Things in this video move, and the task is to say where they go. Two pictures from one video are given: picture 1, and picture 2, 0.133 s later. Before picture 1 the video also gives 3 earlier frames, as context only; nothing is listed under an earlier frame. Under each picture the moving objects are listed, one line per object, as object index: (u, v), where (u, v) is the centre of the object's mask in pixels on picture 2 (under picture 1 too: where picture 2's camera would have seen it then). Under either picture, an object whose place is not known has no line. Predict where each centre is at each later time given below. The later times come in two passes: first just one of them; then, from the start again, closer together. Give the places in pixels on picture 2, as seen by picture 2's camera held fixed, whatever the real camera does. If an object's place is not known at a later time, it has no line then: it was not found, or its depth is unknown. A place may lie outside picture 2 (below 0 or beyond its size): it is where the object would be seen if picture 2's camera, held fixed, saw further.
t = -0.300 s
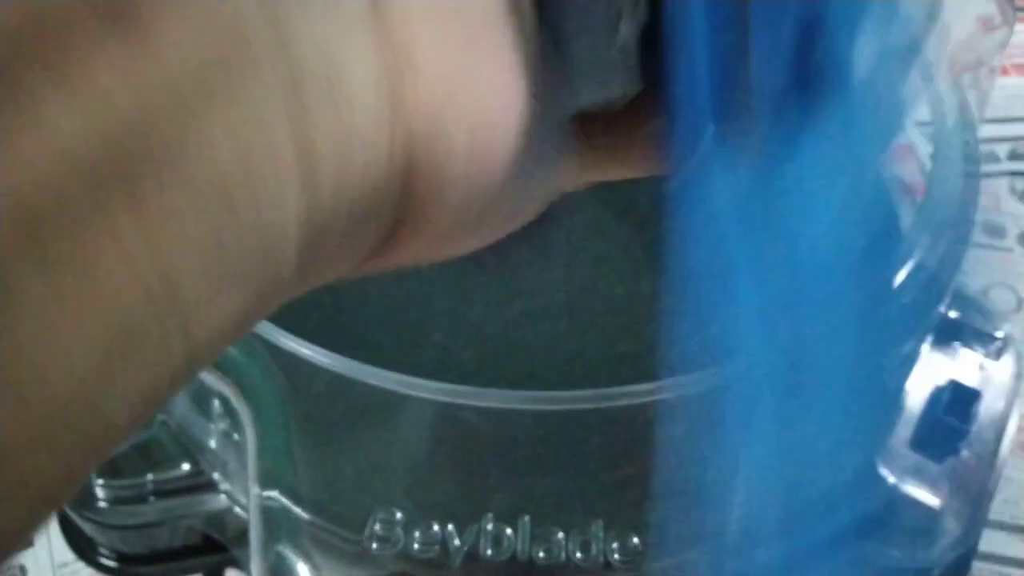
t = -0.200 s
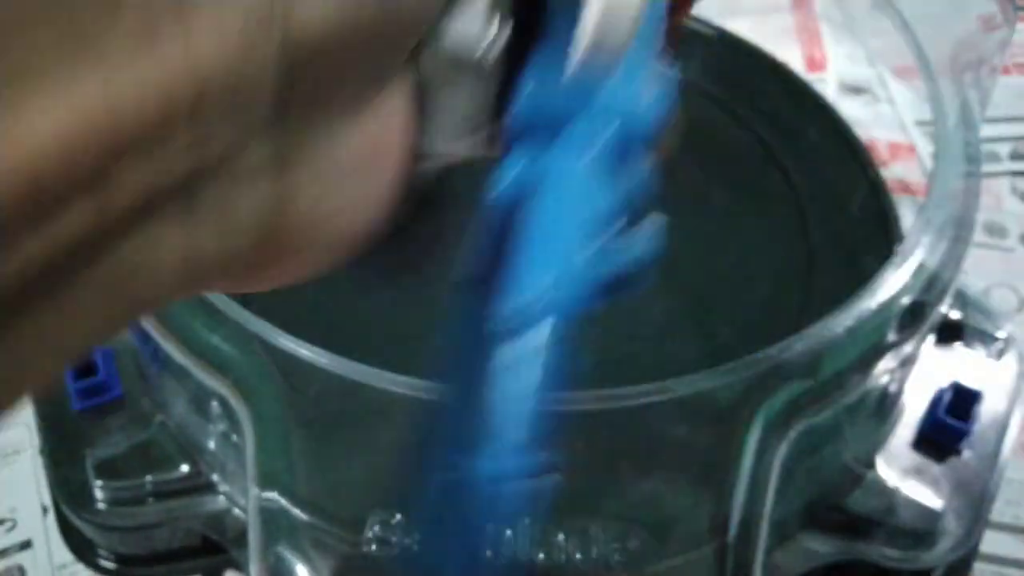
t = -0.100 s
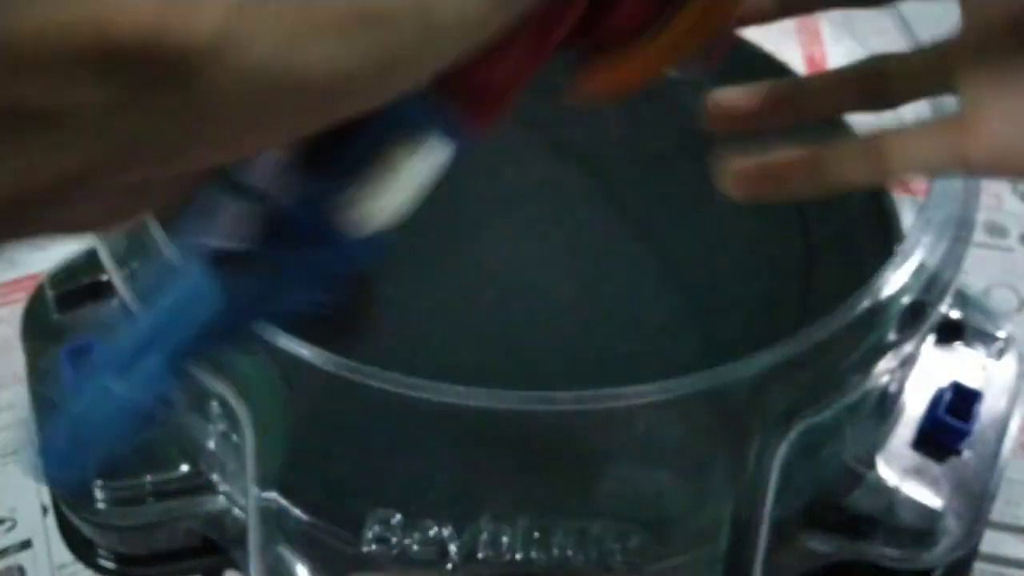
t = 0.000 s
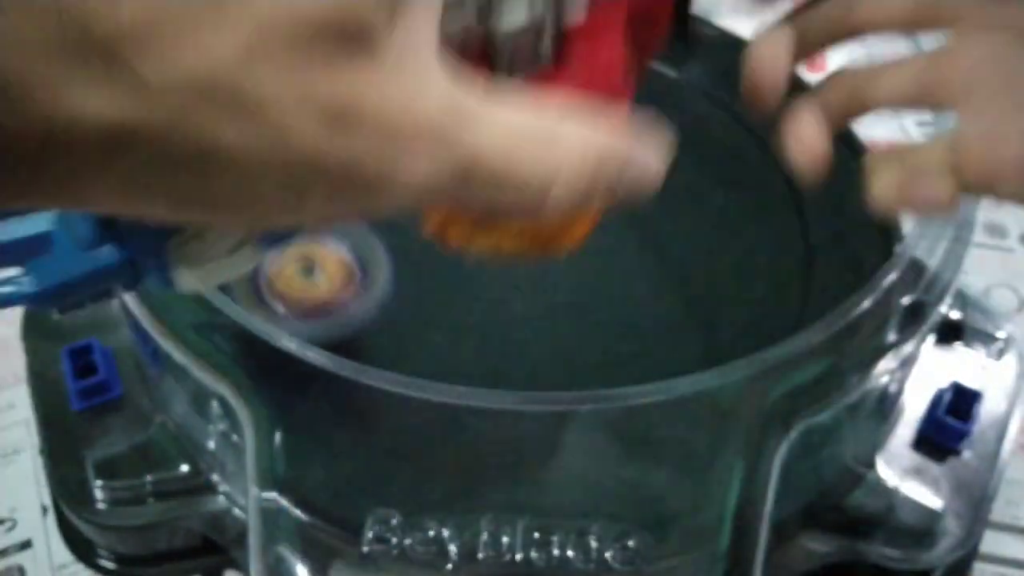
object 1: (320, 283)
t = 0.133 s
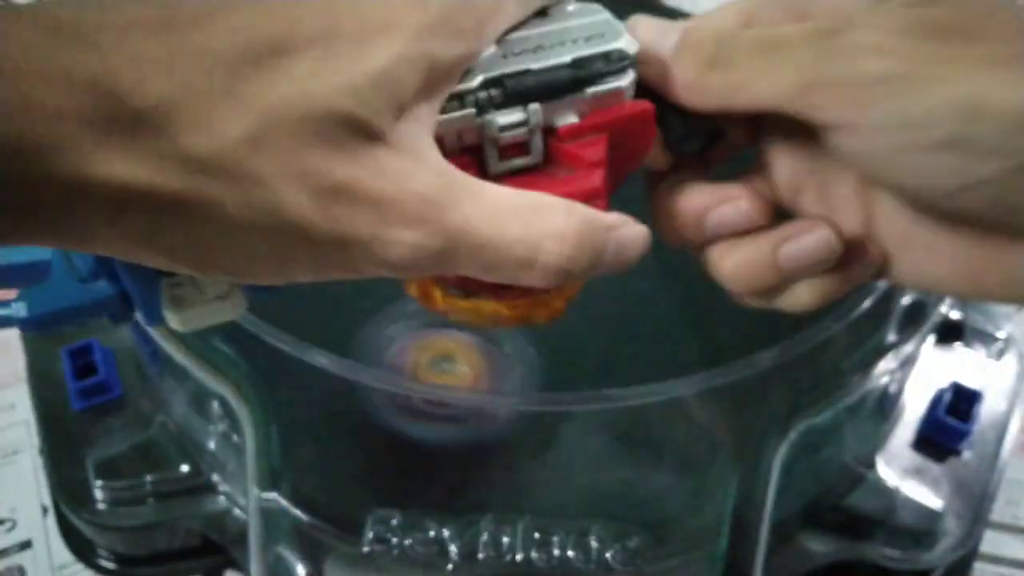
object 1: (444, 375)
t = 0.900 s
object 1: (305, 110)
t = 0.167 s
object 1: (492, 378)
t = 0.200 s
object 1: (542, 368)
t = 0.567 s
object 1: (613, 88)
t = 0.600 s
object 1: (583, 73)
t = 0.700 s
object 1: (497, 37)
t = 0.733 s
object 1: (455, 37)
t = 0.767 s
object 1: (415, 45)
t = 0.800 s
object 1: (382, 56)
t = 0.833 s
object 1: (351, 68)
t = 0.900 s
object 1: (305, 110)
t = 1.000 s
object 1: (291, 207)
